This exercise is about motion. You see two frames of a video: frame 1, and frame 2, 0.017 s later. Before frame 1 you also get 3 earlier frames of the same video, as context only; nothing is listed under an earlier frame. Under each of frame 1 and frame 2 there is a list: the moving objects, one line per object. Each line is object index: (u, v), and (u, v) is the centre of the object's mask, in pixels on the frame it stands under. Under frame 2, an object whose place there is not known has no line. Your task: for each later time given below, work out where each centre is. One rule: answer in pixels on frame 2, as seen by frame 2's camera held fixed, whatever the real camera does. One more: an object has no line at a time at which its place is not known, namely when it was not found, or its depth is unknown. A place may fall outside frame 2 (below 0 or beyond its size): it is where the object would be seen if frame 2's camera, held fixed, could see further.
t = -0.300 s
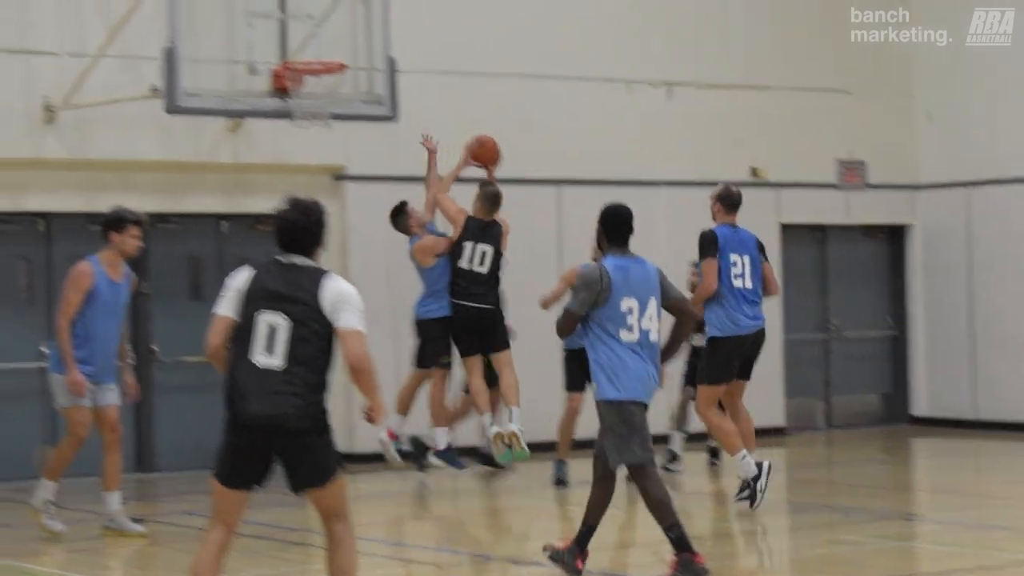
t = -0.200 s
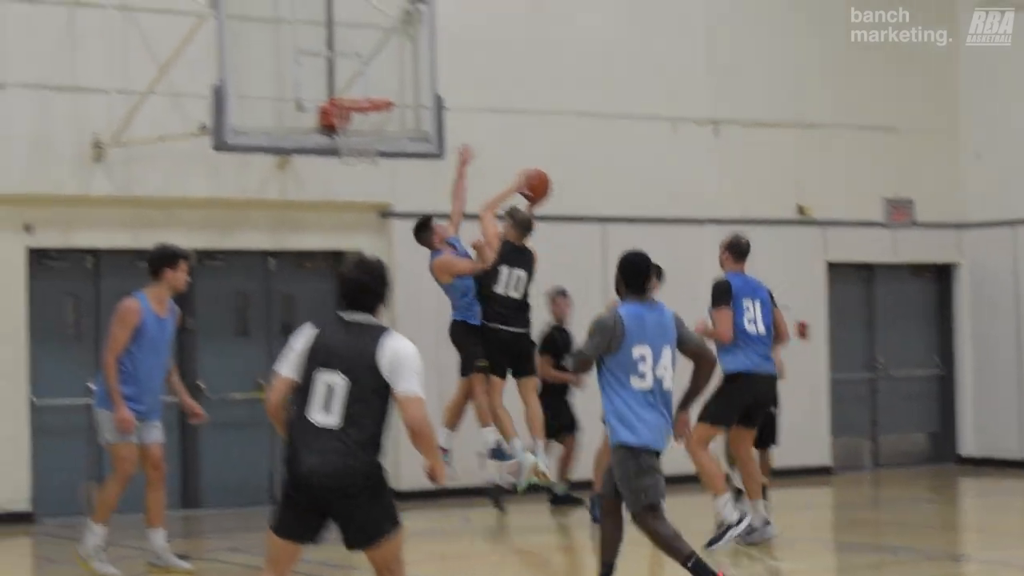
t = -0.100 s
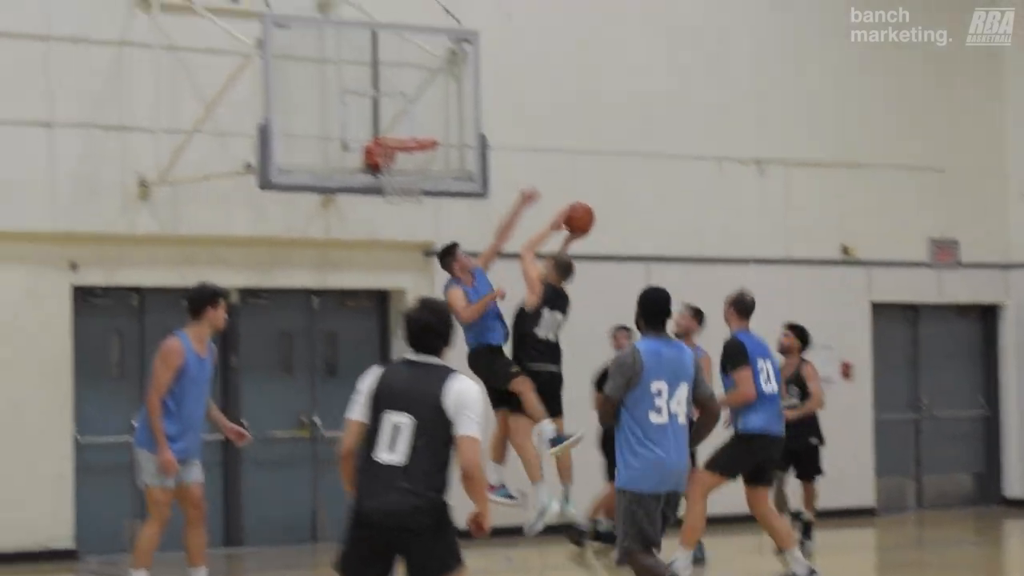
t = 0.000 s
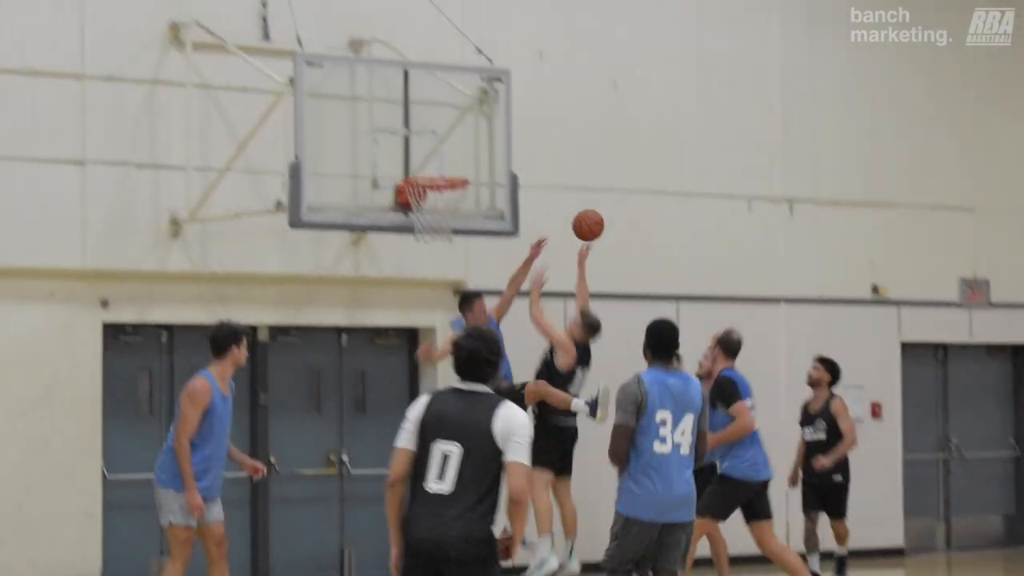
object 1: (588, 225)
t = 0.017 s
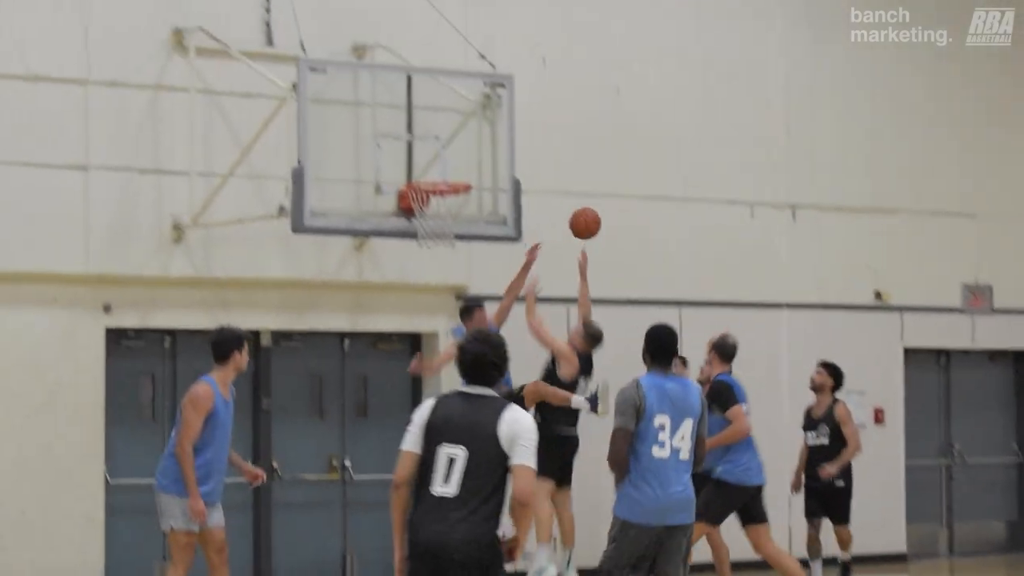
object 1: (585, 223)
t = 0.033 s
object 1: (578, 215)
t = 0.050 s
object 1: (572, 208)
